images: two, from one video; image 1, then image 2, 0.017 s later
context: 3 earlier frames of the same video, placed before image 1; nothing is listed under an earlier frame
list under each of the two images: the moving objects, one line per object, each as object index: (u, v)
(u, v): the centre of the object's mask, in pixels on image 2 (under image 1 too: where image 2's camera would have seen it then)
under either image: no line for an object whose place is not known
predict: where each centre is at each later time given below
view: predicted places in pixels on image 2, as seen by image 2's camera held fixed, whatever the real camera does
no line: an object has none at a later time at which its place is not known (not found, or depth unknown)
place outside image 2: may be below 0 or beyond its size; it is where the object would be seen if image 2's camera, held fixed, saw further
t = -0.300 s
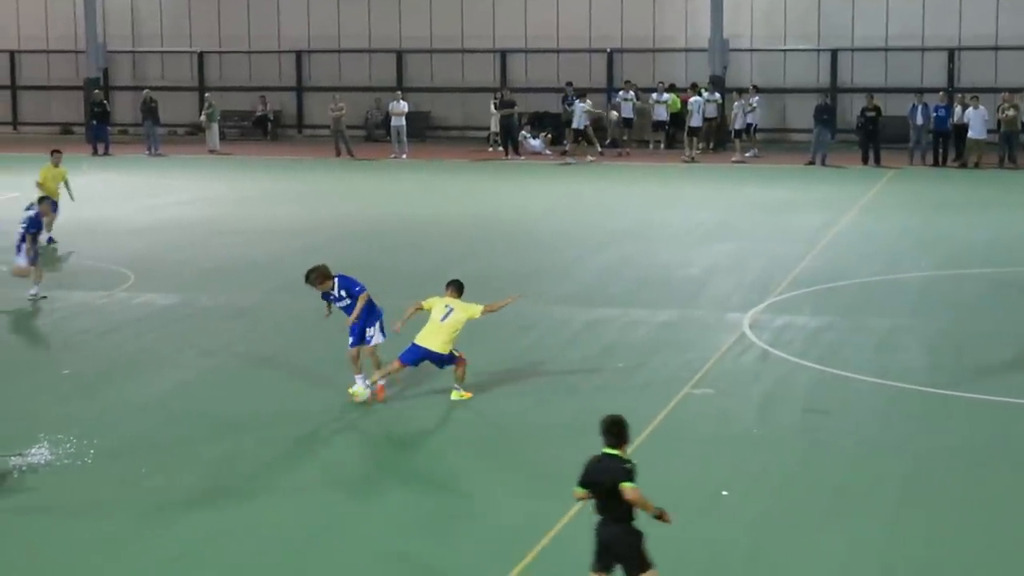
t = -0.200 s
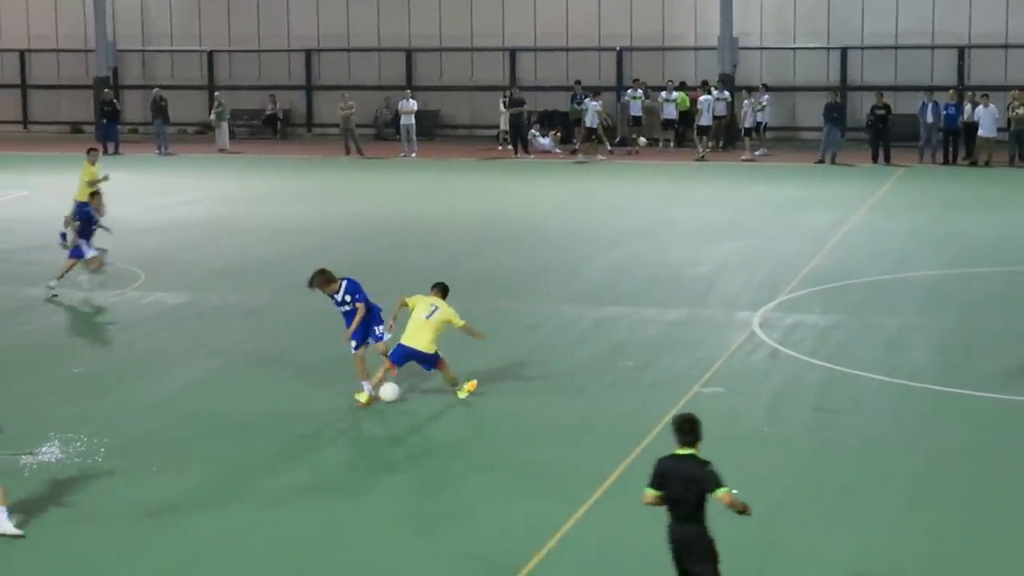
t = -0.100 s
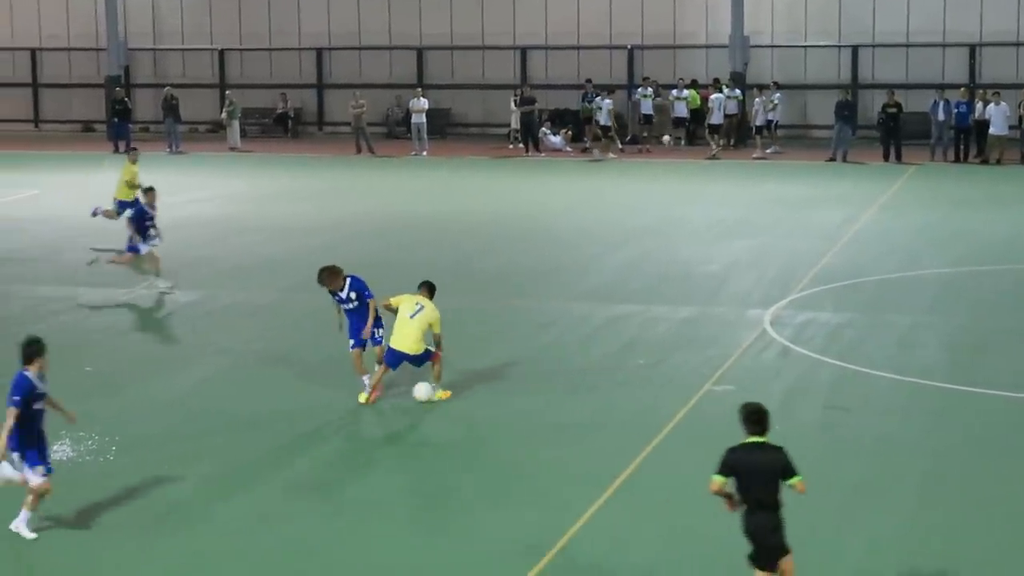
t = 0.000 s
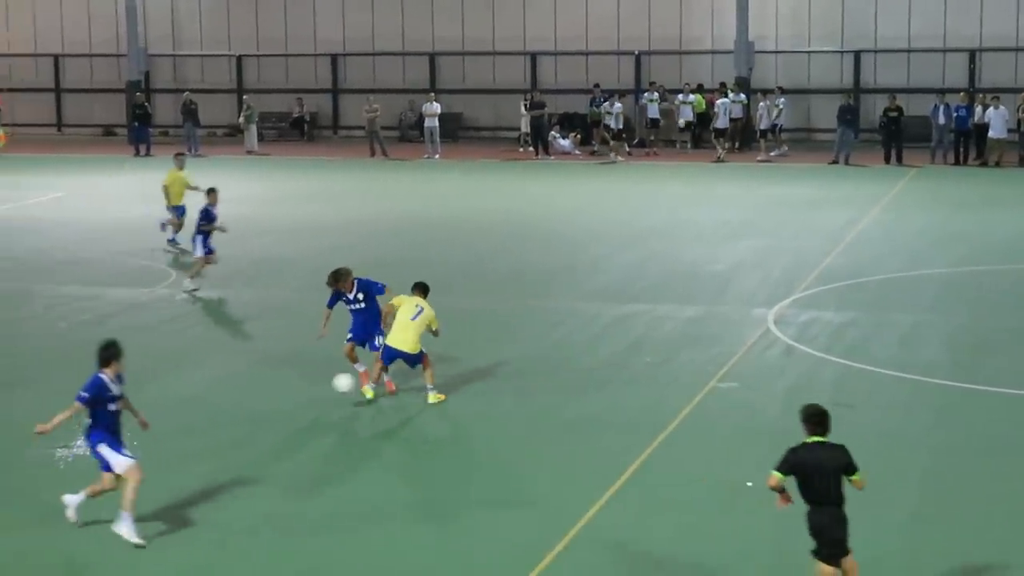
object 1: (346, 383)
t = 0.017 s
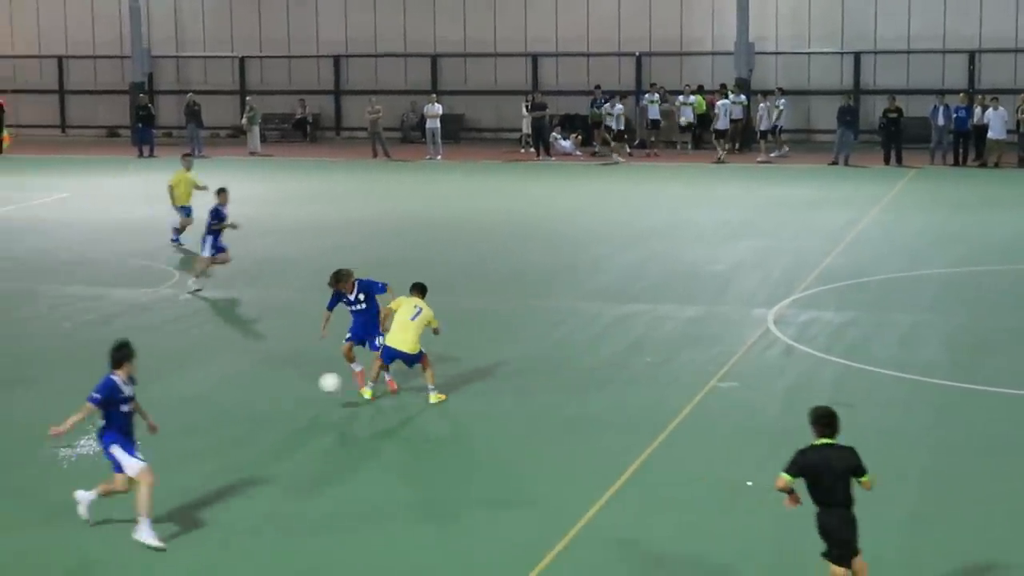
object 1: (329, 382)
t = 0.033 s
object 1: (313, 383)
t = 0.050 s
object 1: (297, 383)
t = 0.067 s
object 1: (280, 384)
